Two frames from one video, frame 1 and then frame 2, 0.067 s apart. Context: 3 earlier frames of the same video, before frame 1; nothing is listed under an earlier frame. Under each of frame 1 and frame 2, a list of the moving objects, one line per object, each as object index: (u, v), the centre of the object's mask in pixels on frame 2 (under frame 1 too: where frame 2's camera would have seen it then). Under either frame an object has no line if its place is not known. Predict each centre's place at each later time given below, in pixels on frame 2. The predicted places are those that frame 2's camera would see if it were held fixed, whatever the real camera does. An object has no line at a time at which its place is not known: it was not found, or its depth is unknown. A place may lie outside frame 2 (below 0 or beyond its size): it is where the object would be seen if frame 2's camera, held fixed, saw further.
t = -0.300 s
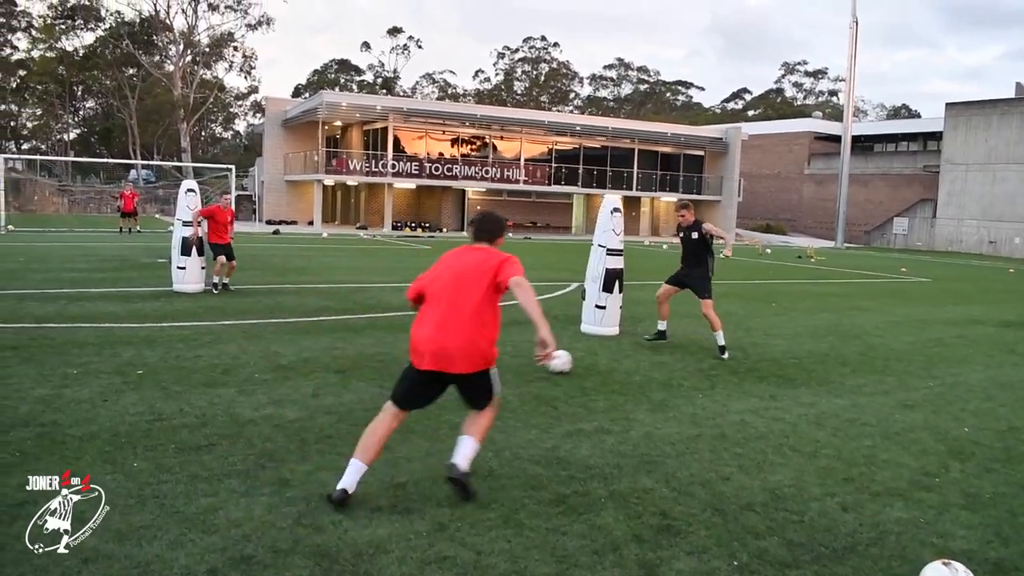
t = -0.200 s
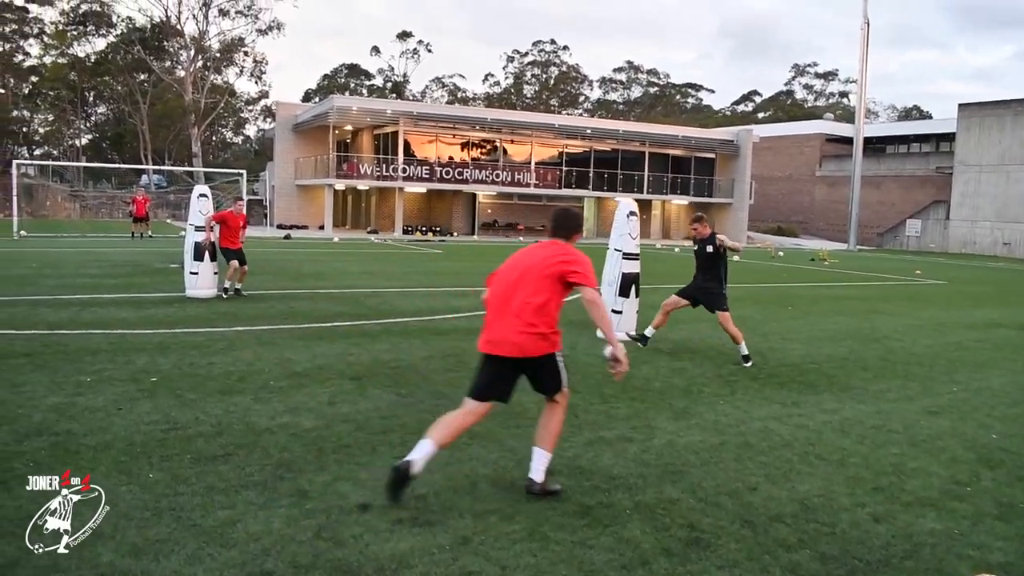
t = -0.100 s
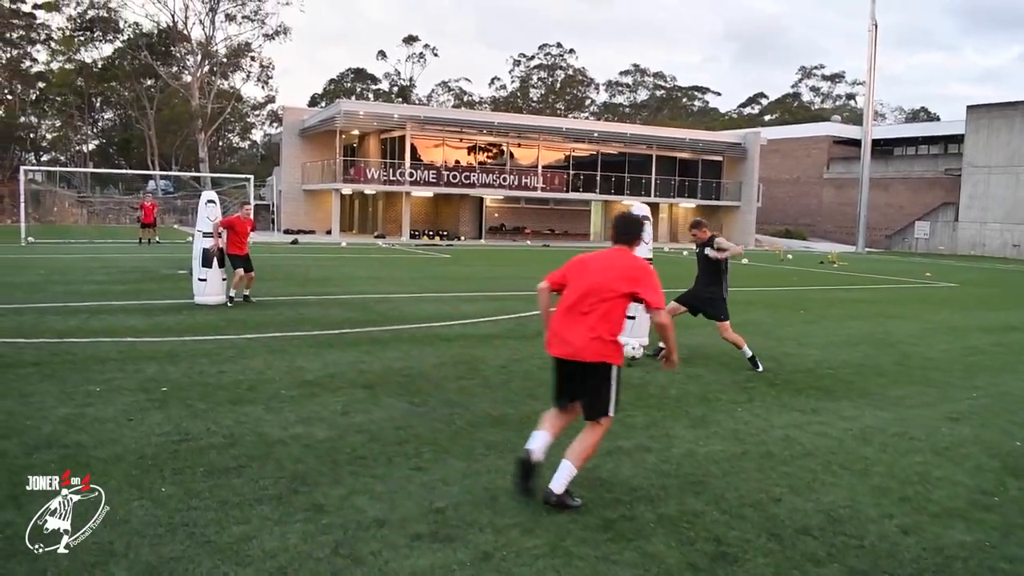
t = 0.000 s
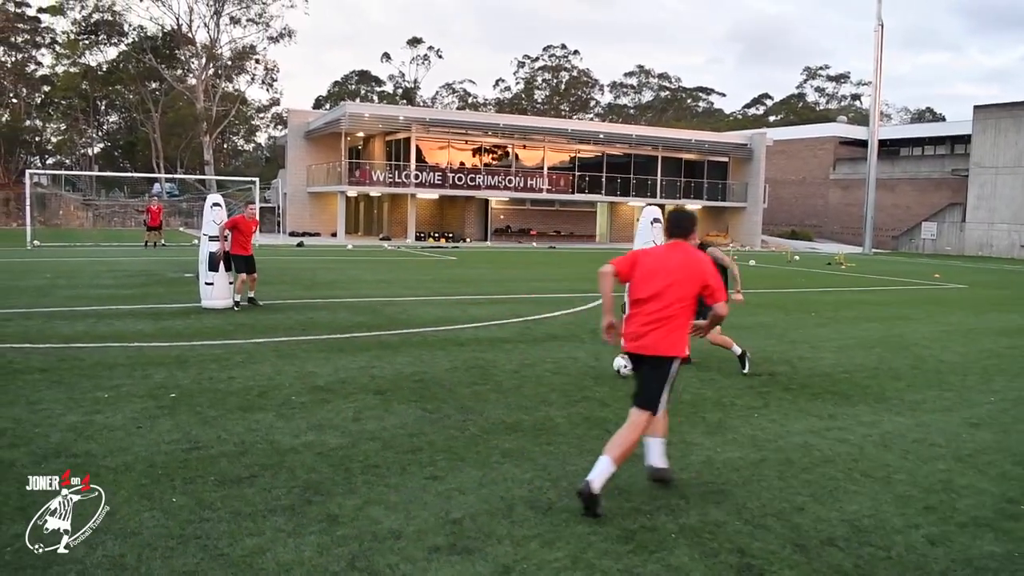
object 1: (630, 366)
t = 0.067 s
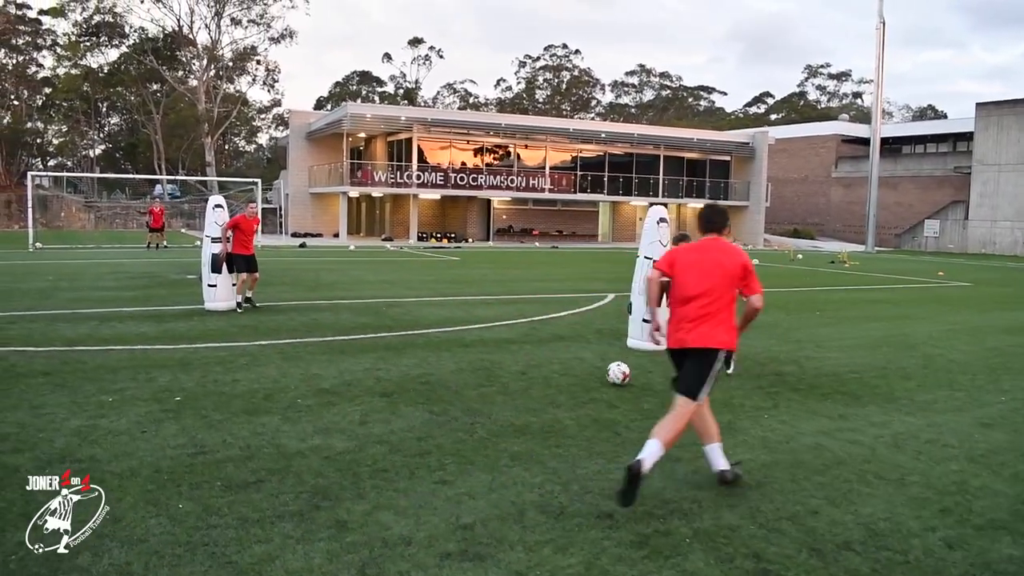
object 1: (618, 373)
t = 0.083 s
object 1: (615, 374)
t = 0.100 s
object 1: (612, 374)
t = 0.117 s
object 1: (609, 375)
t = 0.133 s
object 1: (605, 377)
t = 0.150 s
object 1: (602, 378)
